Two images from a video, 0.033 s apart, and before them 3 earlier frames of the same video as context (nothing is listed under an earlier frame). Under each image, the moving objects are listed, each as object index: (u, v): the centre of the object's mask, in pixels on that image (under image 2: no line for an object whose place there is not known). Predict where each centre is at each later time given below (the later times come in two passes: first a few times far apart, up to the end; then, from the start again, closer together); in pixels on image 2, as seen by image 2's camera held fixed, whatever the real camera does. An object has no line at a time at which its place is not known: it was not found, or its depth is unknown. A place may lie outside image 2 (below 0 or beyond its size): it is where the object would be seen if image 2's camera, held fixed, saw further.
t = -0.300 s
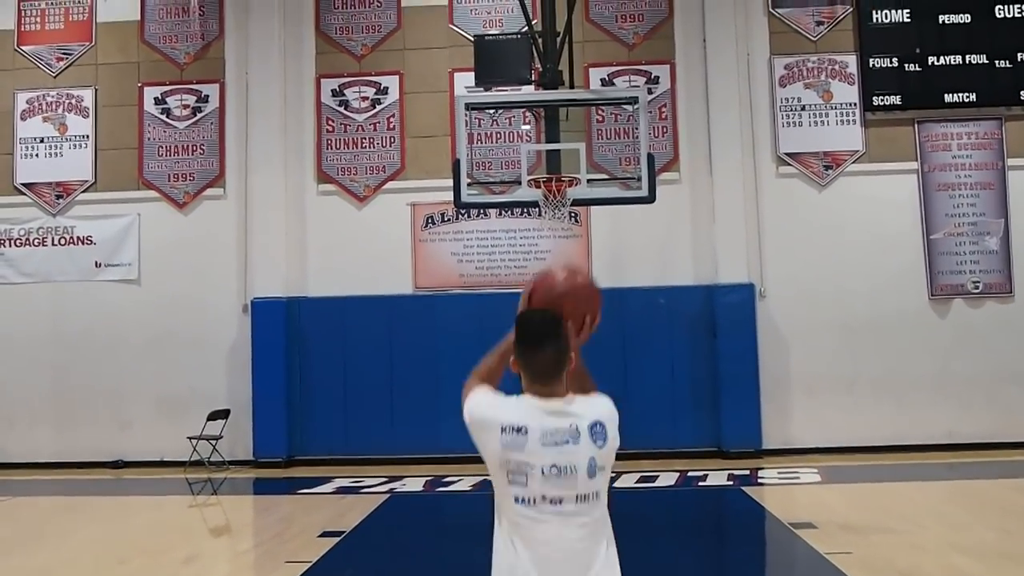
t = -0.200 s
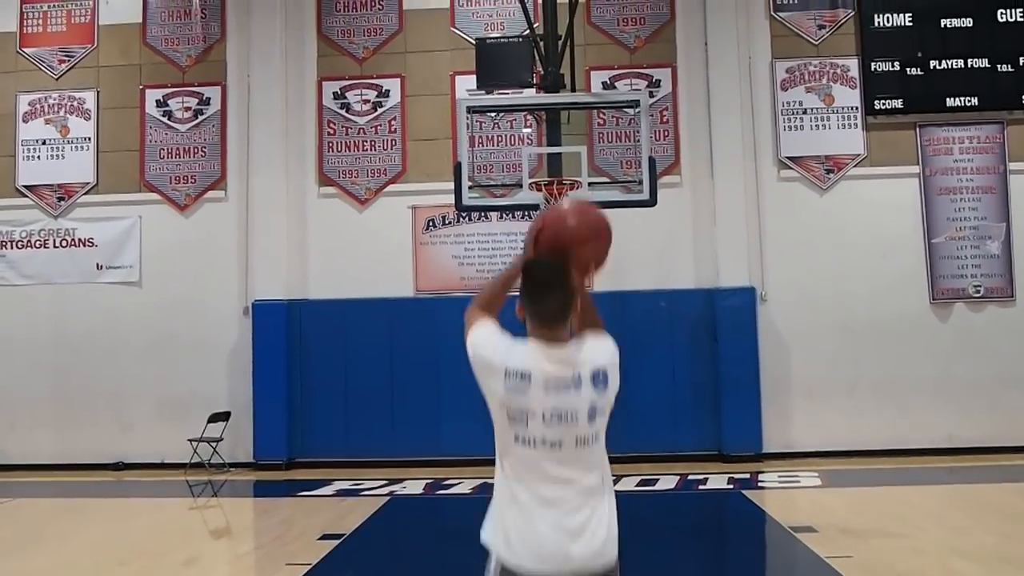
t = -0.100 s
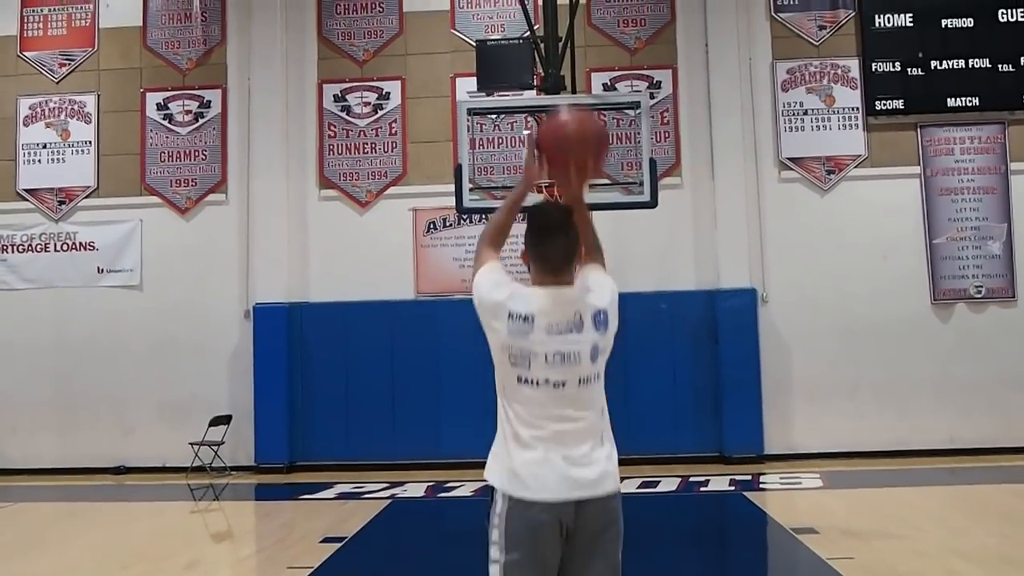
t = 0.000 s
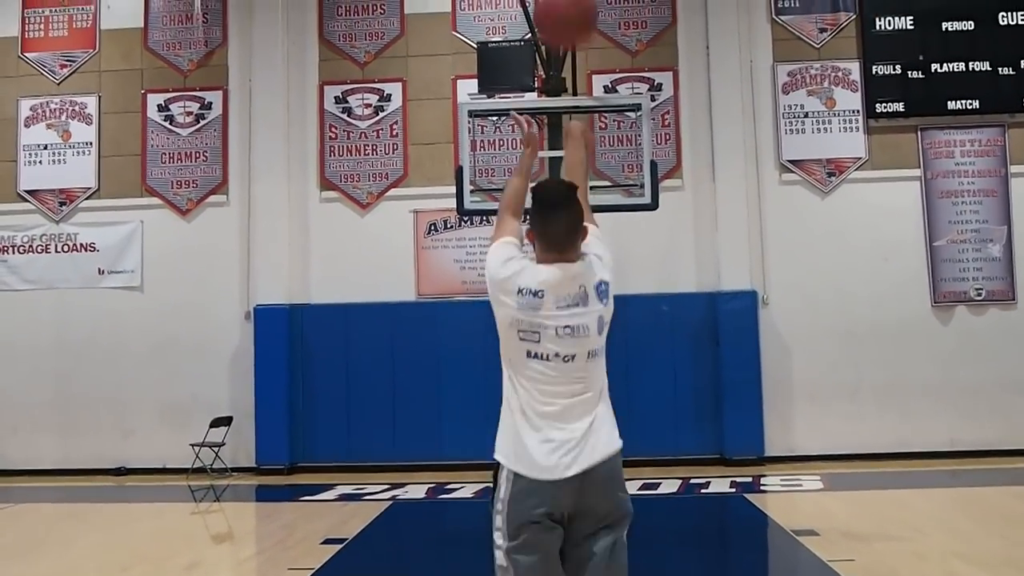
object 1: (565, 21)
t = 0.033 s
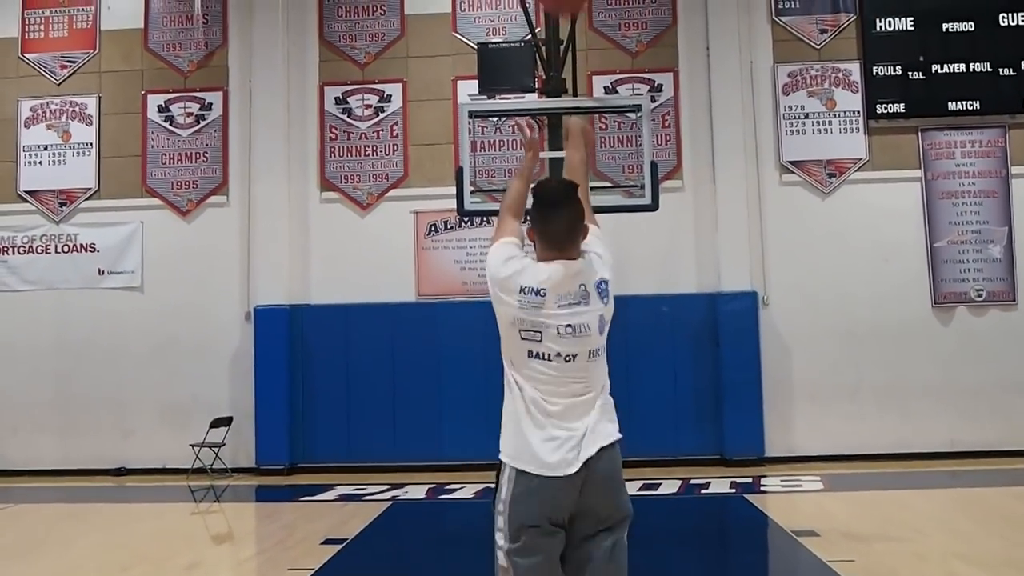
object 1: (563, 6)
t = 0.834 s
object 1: (556, 4)
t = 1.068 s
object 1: (558, 134)
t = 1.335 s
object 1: (558, 237)
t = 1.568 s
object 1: (548, 315)
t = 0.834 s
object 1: (556, 4)
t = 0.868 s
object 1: (556, 20)
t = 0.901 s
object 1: (556, 37)
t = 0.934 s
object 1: (556, 55)
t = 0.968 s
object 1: (556, 75)
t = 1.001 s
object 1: (558, 92)
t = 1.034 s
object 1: (559, 115)
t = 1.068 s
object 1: (558, 134)
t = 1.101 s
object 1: (559, 156)
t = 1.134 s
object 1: (560, 175)
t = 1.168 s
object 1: (556, 196)
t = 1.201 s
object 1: (560, 216)
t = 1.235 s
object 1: (560, 222)
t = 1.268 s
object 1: (559, 224)
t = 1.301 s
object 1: (558, 229)
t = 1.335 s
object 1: (558, 237)
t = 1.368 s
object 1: (557, 245)
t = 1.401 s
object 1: (556, 254)
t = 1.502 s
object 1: (554, 287)
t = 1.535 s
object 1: (551, 299)
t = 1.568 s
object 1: (548, 315)
